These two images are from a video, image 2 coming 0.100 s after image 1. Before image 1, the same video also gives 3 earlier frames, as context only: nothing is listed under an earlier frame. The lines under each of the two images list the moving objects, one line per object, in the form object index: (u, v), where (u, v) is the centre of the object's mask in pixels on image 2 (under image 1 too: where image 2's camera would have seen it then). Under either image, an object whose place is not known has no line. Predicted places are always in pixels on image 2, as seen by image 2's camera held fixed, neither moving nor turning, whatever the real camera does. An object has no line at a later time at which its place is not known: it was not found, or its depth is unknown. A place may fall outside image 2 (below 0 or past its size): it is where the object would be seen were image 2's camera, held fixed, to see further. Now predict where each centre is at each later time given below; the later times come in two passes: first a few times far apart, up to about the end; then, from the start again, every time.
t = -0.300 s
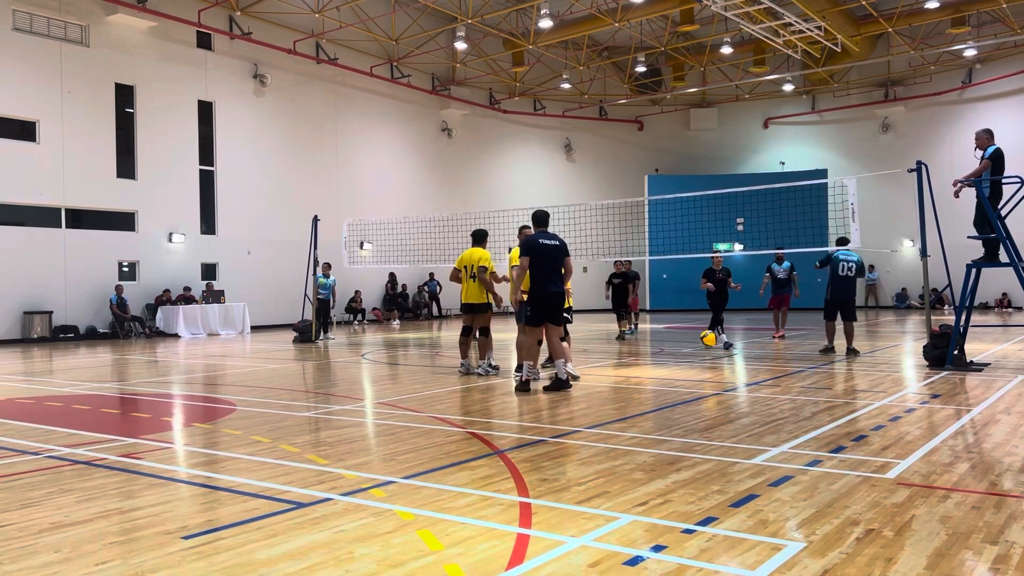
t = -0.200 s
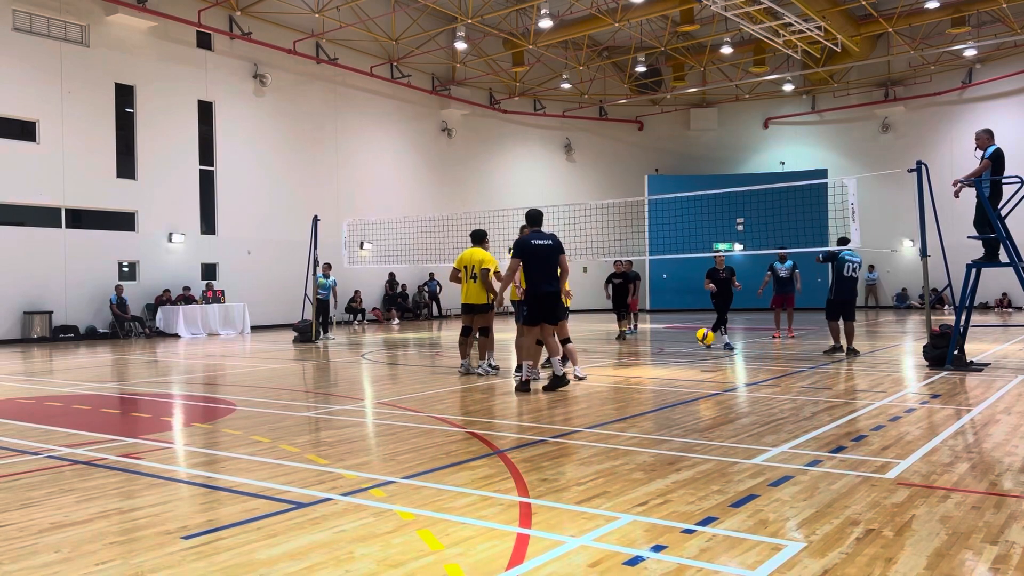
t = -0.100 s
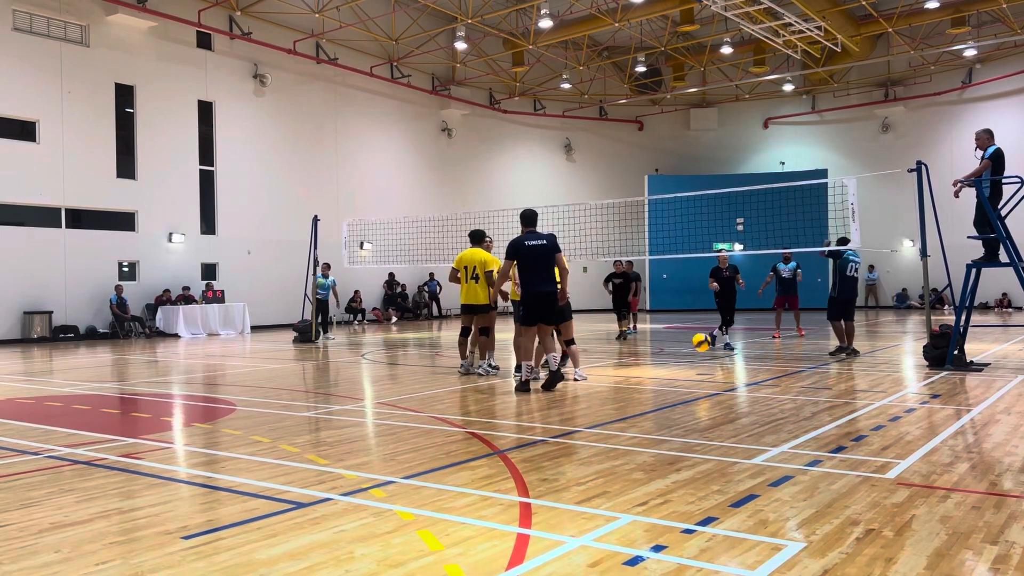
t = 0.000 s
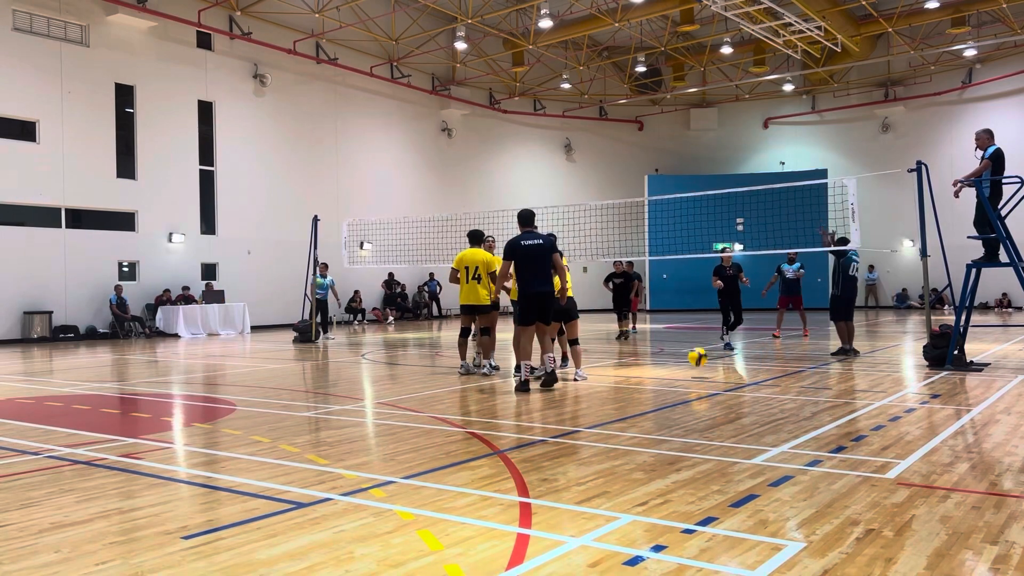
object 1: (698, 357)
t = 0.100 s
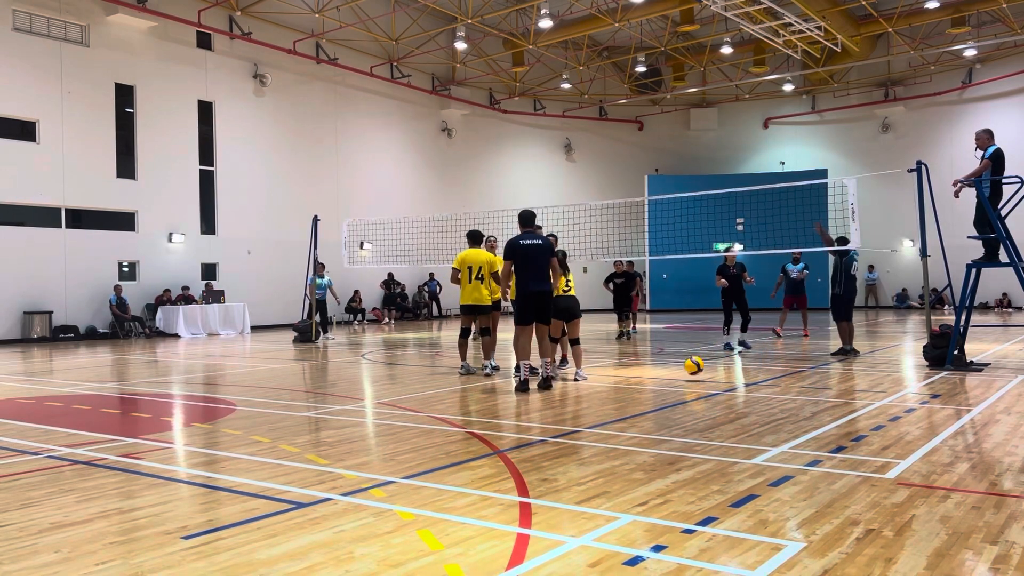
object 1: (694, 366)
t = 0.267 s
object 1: (686, 355)
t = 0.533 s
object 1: (673, 384)
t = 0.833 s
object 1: (656, 389)
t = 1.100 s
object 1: (636, 398)
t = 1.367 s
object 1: (611, 419)
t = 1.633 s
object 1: (580, 454)
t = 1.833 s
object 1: (550, 484)
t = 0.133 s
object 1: (692, 361)
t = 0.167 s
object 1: (691, 359)
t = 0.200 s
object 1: (689, 356)
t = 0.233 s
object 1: (688, 355)
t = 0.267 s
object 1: (686, 355)
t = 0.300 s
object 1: (685, 356)
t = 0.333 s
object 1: (683, 358)
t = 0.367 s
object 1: (682, 361)
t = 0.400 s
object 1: (680, 365)
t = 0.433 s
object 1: (678, 371)
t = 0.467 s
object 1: (677, 377)
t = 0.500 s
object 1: (675, 386)
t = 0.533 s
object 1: (673, 384)
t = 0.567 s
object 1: (672, 379)
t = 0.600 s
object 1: (670, 376)
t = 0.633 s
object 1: (668, 374)
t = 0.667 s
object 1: (666, 373)
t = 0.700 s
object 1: (664, 374)
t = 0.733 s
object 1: (662, 376)
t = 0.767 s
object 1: (660, 378)
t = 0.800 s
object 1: (658, 383)
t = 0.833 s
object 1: (656, 389)
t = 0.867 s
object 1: (654, 397)
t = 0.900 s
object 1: (652, 406)
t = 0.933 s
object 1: (649, 402)
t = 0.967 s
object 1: (647, 398)
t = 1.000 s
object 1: (644, 397)
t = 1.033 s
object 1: (641, 396)
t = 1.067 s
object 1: (639, 396)
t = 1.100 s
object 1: (636, 398)
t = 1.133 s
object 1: (633, 402)
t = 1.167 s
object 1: (630, 407)
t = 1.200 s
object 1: (628, 414)
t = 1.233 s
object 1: (625, 423)
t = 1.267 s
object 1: (622, 427)
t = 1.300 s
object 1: (618, 423)
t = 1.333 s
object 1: (615, 420)
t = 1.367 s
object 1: (611, 419)
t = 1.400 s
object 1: (608, 420)
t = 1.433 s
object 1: (604, 422)
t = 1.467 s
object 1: (601, 427)
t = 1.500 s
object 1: (597, 433)
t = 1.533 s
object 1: (593, 442)
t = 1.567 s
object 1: (589, 453)
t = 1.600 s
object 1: (585, 456)
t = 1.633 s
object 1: (580, 454)
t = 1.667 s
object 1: (575, 453)
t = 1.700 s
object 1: (571, 455)
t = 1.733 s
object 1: (566, 459)
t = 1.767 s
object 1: (561, 464)
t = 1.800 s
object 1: (556, 473)
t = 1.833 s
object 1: (550, 484)
